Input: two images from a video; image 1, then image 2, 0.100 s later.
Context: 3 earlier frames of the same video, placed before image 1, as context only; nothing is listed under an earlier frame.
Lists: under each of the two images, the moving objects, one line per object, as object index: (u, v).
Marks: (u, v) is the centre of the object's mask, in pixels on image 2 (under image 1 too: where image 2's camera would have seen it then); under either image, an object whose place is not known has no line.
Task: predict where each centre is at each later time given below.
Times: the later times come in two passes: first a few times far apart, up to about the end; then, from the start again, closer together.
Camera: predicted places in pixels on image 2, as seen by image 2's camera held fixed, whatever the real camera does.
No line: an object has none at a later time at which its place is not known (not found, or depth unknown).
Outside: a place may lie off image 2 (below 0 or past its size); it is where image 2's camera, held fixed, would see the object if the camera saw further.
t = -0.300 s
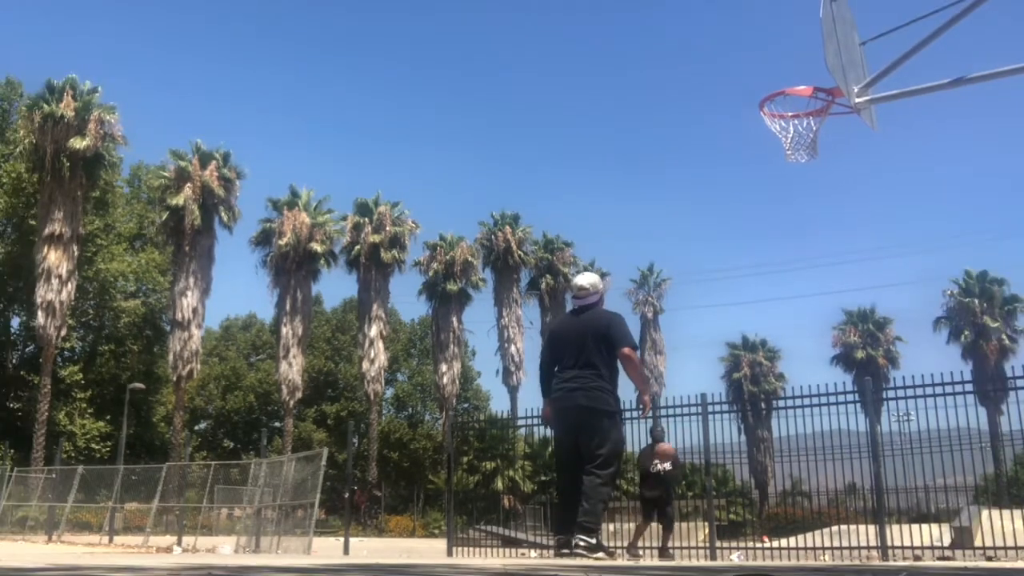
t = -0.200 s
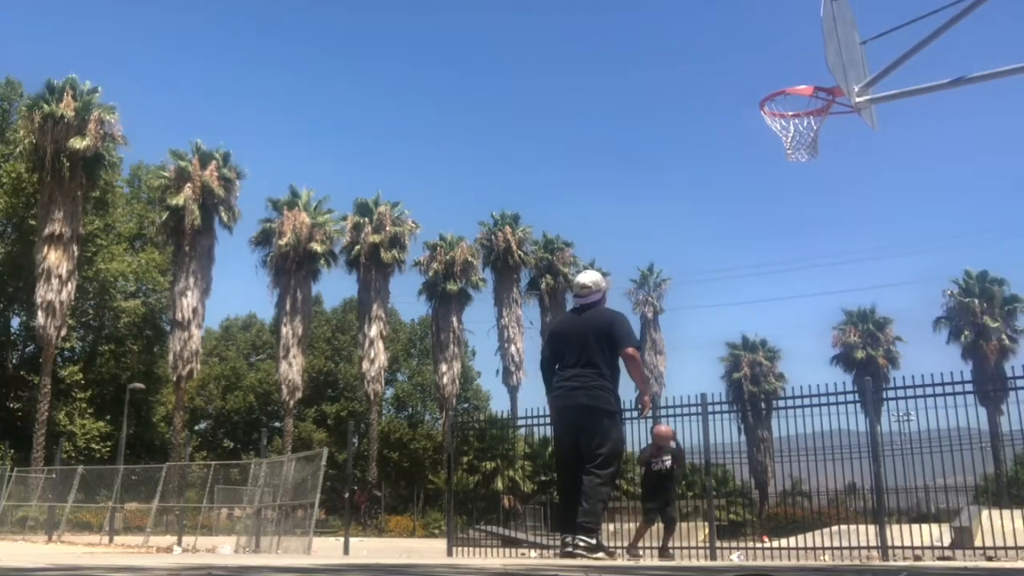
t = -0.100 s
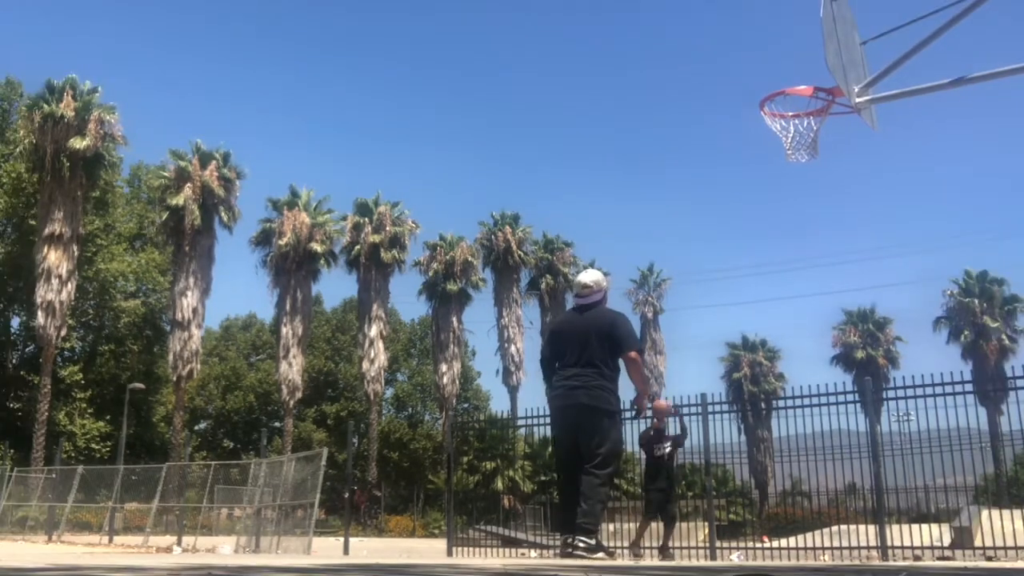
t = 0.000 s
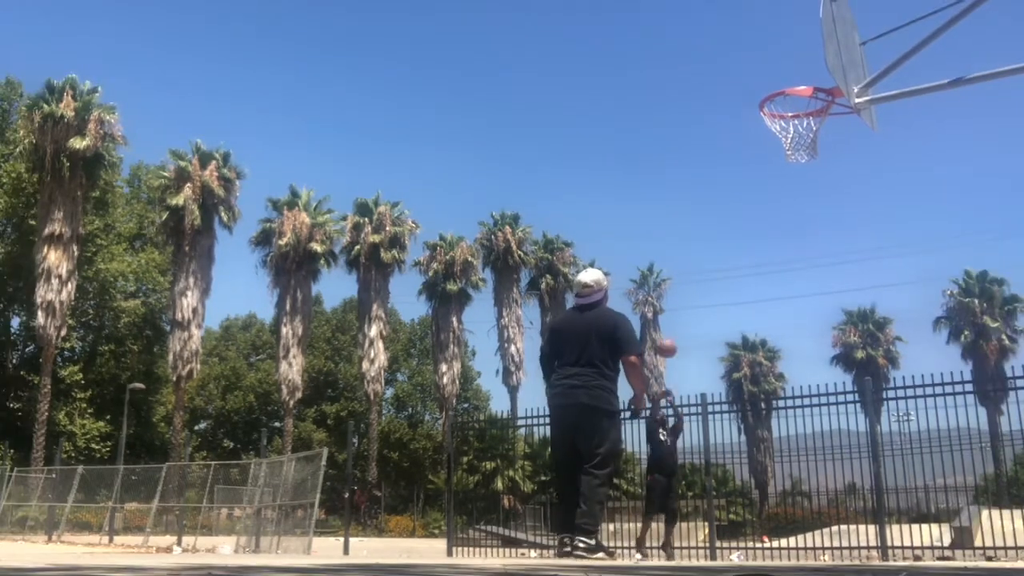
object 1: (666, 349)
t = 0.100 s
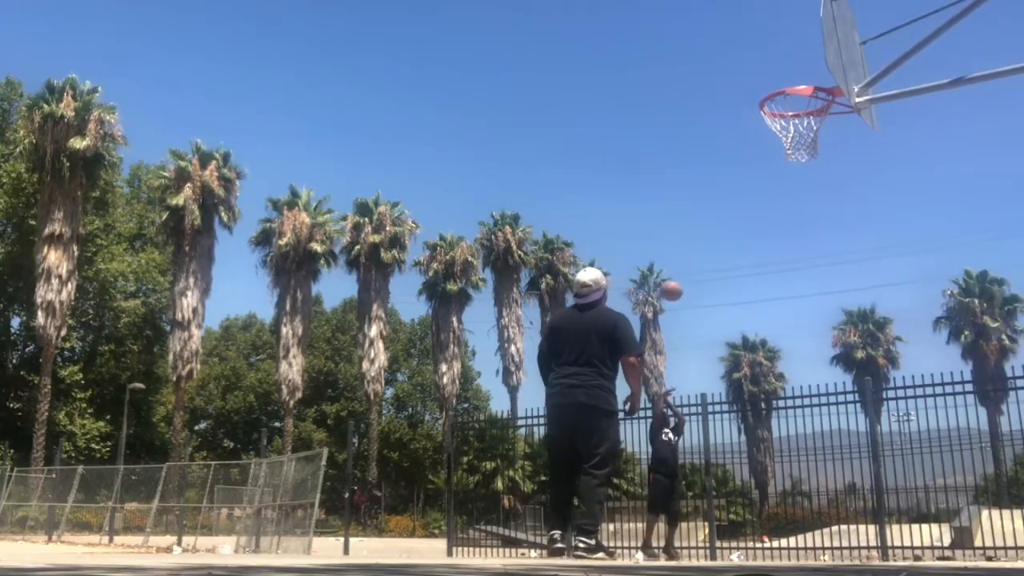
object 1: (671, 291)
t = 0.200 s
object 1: (677, 239)
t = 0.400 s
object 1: (692, 153)
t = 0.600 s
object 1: (712, 90)
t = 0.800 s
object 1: (736, 56)
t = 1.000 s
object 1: (769, 59)
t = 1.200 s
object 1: (816, 115)
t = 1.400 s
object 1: (787, 132)
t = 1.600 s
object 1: (794, 147)
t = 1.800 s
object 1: (820, 189)
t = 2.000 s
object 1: (852, 289)
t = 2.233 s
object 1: (898, 485)
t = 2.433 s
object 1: (909, 434)
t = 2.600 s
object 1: (911, 349)
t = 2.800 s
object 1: (918, 298)
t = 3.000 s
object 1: (930, 303)
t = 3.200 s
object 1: (952, 363)
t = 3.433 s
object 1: (988, 517)
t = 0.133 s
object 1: (673, 273)
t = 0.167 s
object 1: (676, 256)
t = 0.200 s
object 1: (677, 239)
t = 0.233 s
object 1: (679, 223)
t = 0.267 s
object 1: (682, 208)
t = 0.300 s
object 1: (685, 194)
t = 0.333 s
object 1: (687, 179)
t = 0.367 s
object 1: (690, 165)
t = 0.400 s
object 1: (692, 153)
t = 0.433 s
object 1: (695, 140)
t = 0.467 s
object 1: (698, 129)
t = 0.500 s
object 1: (701, 118)
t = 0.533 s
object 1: (705, 108)
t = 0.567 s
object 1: (708, 99)
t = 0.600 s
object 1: (712, 90)
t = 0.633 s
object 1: (715, 82)
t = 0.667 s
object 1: (720, 76)
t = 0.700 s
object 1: (723, 69)
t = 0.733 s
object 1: (728, 64)
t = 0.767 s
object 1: (732, 59)
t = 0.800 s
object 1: (736, 56)
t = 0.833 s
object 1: (741, 54)
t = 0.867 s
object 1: (746, 53)
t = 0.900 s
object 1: (752, 52)
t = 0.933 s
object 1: (756, 53)
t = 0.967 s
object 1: (762, 56)
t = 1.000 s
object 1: (769, 59)
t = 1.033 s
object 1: (776, 65)
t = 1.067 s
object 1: (783, 71)
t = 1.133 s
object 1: (797, 86)
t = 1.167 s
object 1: (808, 105)
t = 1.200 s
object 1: (816, 115)
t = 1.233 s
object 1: (814, 117)
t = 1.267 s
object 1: (810, 117)
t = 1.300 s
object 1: (804, 119)
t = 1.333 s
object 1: (798, 122)
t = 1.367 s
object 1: (793, 125)
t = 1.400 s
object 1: (787, 132)
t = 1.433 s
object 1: (783, 135)
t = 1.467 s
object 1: (783, 136)
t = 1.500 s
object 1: (784, 140)
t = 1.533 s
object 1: (786, 141)
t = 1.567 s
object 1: (789, 145)
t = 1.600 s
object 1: (794, 147)
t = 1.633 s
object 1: (799, 151)
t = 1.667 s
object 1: (803, 156)
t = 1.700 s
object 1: (807, 162)
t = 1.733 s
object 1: (811, 169)
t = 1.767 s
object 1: (816, 179)
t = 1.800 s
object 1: (820, 189)
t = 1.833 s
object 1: (825, 202)
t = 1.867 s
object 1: (830, 216)
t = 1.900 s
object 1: (835, 232)
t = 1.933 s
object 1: (840, 249)
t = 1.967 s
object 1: (846, 268)
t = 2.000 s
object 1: (852, 289)
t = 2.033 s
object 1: (857, 311)
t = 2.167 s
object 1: (884, 420)
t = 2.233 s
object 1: (898, 485)
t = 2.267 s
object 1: (906, 522)
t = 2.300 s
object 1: (910, 535)
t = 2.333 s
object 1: (910, 507)
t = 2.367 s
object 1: (908, 481)
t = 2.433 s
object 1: (909, 434)
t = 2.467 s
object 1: (909, 414)
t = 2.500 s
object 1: (909, 395)
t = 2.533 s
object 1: (909, 378)
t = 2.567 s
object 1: (911, 363)
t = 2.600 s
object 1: (911, 349)
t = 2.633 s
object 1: (912, 337)
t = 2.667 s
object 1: (913, 326)
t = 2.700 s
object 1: (914, 316)
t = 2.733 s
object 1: (915, 309)
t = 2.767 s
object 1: (916, 303)
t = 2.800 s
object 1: (918, 298)
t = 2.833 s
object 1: (919, 295)
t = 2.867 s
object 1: (921, 294)
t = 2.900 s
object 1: (923, 293)
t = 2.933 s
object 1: (926, 295)
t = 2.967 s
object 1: (928, 298)
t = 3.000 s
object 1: (930, 303)
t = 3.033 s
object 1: (934, 308)
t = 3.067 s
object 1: (937, 316)
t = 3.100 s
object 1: (941, 325)
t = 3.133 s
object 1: (944, 336)
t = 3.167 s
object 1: (948, 349)
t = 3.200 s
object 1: (952, 363)
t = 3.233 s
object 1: (956, 379)
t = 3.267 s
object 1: (961, 397)
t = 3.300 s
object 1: (966, 417)
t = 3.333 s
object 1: (971, 439)
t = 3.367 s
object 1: (976, 462)
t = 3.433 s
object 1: (988, 517)
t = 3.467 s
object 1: (993, 543)
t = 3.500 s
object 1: (992, 520)
